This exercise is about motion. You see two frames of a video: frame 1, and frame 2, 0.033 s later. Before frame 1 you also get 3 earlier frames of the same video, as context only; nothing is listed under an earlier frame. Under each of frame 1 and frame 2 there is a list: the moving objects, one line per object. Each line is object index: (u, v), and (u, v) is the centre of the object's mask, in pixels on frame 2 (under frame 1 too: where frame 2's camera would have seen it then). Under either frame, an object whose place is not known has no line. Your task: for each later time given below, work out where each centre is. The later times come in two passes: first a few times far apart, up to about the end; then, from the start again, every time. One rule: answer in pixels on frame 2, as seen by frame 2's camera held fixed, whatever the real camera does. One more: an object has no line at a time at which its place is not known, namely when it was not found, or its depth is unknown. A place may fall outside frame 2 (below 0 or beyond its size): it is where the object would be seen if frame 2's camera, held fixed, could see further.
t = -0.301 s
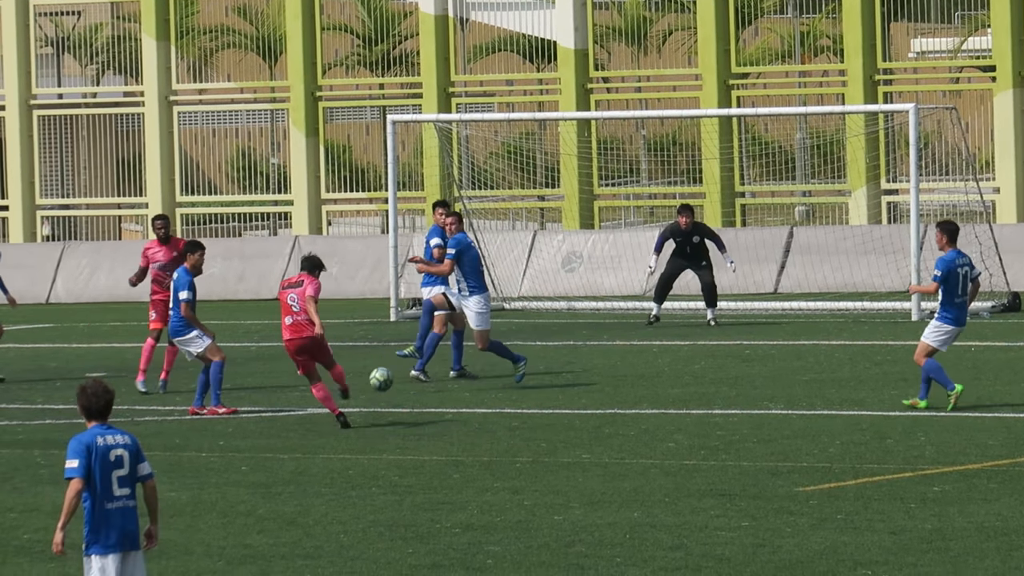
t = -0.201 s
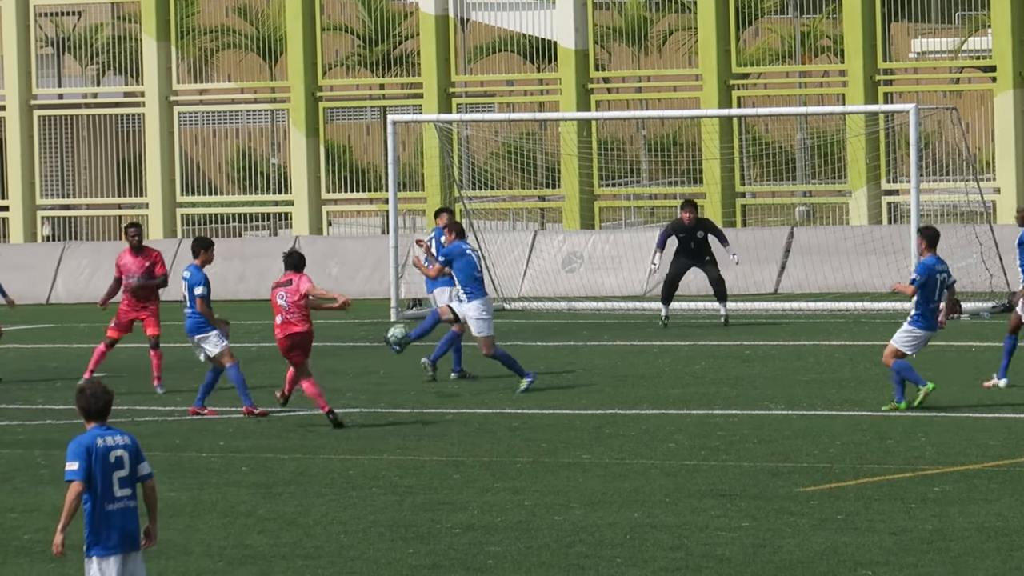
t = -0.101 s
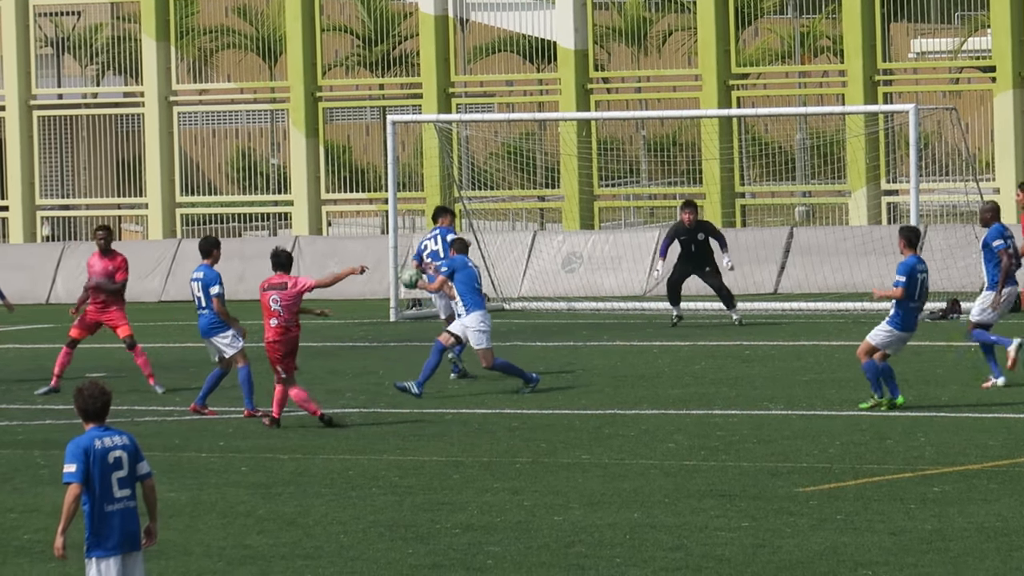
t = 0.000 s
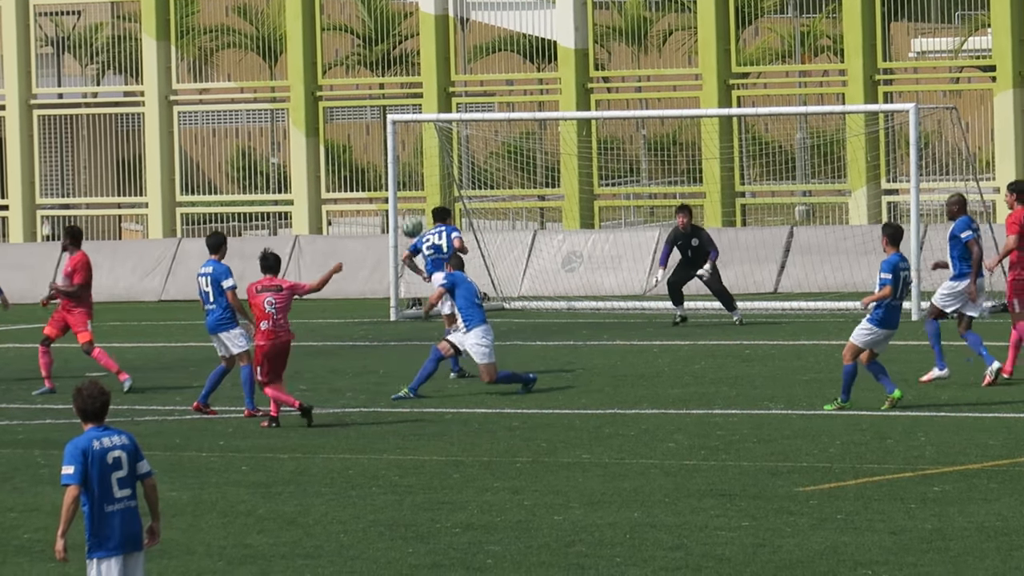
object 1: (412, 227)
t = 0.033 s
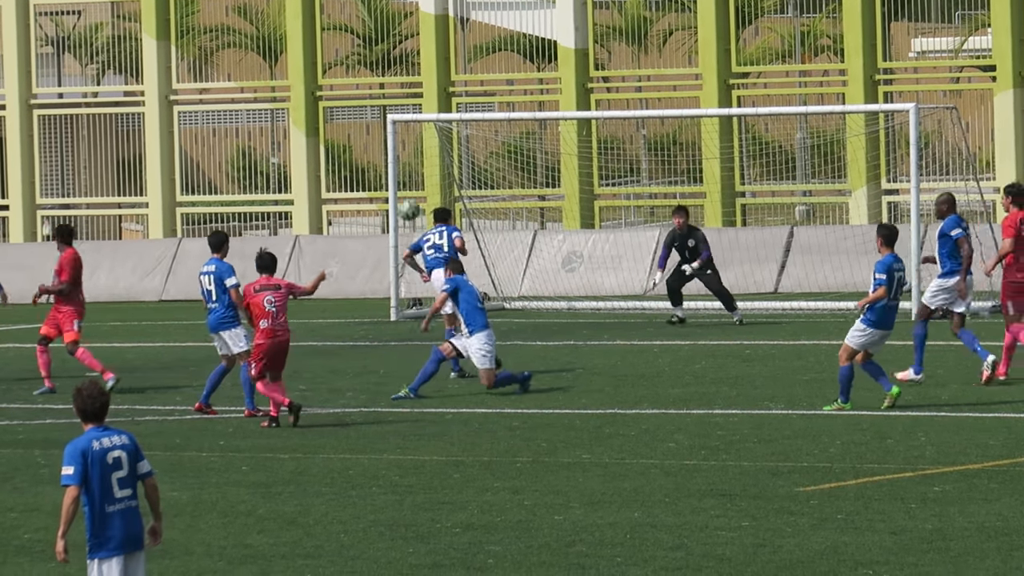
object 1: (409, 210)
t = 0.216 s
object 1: (391, 132)
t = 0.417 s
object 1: (374, 80)
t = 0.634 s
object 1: (356, 69)
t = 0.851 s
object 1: (340, 103)
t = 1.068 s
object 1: (324, 187)
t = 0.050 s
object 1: (407, 201)
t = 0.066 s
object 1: (406, 194)
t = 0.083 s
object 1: (404, 186)
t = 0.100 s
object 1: (402, 177)
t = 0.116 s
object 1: (400, 170)
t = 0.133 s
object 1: (399, 163)
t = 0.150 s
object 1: (398, 156)
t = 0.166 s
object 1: (396, 150)
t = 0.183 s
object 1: (394, 144)
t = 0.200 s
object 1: (393, 137)
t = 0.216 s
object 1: (391, 132)
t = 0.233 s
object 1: (390, 126)
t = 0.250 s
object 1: (388, 120)
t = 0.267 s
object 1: (387, 115)
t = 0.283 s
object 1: (386, 111)
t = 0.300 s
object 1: (384, 105)
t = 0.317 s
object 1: (383, 101)
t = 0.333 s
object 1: (381, 97)
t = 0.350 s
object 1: (379, 94)
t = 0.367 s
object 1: (378, 90)
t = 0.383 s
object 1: (377, 88)
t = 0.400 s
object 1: (376, 84)
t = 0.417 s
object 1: (374, 80)
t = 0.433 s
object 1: (373, 78)
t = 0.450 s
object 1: (371, 76)
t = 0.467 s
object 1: (370, 74)
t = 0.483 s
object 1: (368, 72)
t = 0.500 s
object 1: (367, 71)
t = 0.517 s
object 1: (366, 70)
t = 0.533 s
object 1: (364, 69)
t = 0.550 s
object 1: (363, 67)
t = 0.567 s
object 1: (362, 67)
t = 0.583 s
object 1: (360, 67)
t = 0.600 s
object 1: (359, 67)
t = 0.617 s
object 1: (358, 67)
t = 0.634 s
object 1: (356, 69)
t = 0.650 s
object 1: (355, 70)
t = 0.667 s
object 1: (354, 70)
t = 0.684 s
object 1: (352, 72)
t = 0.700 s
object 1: (351, 74)
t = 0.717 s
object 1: (350, 75)
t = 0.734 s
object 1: (348, 79)
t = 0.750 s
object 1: (347, 81)
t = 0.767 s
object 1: (346, 84)
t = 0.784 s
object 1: (345, 88)
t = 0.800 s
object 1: (344, 92)
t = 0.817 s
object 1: (342, 95)
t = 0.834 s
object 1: (341, 99)
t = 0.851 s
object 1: (340, 103)
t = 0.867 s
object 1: (338, 108)
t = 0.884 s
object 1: (337, 114)
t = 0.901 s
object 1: (336, 118)
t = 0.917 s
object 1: (334, 124)
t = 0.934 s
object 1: (334, 130)
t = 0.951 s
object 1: (332, 136)
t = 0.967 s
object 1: (331, 143)
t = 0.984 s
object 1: (329, 150)
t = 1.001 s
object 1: (328, 156)
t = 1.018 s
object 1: (327, 163)
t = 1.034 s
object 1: (326, 171)
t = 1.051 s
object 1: (325, 179)
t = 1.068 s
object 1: (324, 187)
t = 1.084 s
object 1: (323, 196)
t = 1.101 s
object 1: (321, 205)
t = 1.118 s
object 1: (321, 214)
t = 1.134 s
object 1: (319, 223)
